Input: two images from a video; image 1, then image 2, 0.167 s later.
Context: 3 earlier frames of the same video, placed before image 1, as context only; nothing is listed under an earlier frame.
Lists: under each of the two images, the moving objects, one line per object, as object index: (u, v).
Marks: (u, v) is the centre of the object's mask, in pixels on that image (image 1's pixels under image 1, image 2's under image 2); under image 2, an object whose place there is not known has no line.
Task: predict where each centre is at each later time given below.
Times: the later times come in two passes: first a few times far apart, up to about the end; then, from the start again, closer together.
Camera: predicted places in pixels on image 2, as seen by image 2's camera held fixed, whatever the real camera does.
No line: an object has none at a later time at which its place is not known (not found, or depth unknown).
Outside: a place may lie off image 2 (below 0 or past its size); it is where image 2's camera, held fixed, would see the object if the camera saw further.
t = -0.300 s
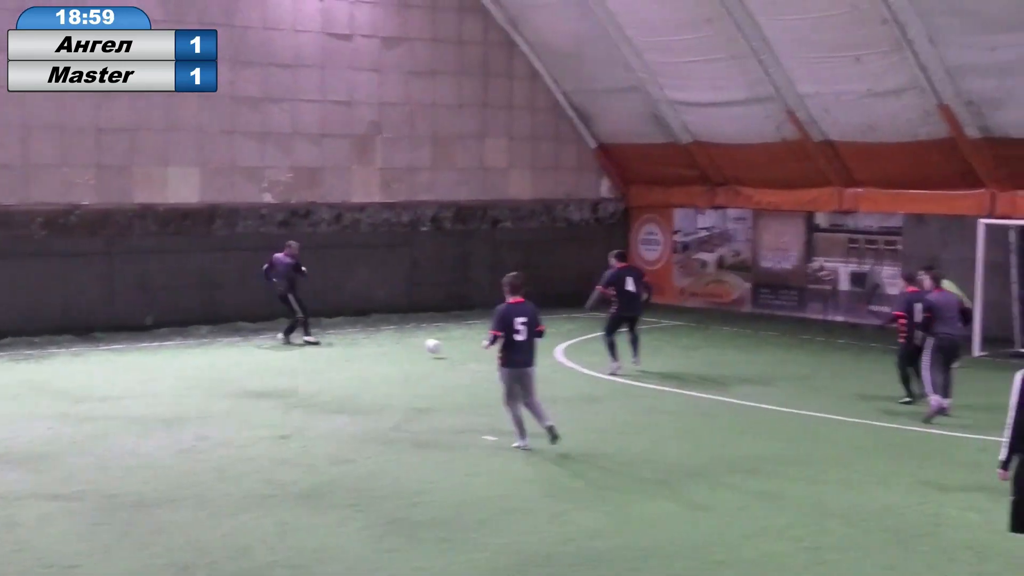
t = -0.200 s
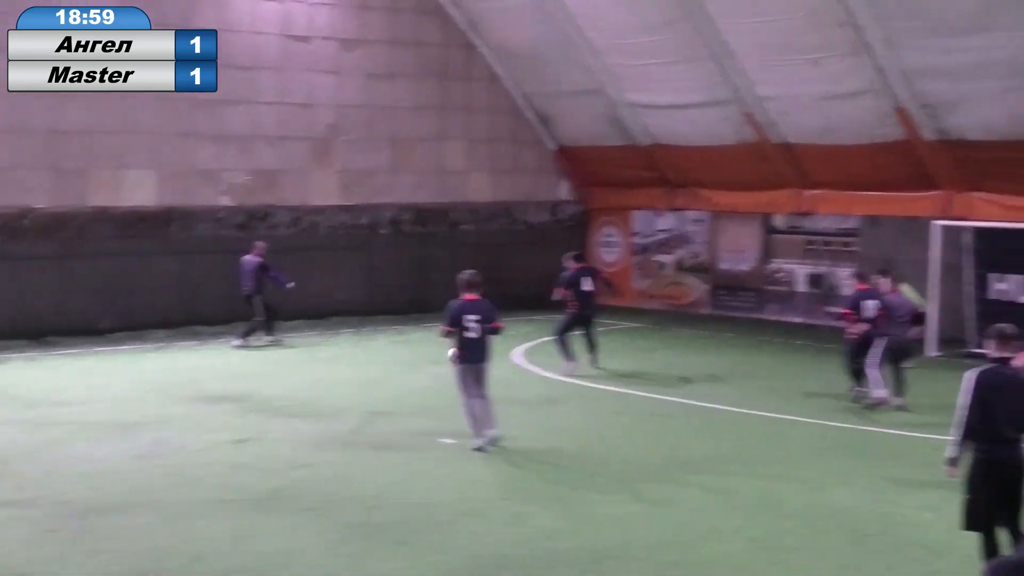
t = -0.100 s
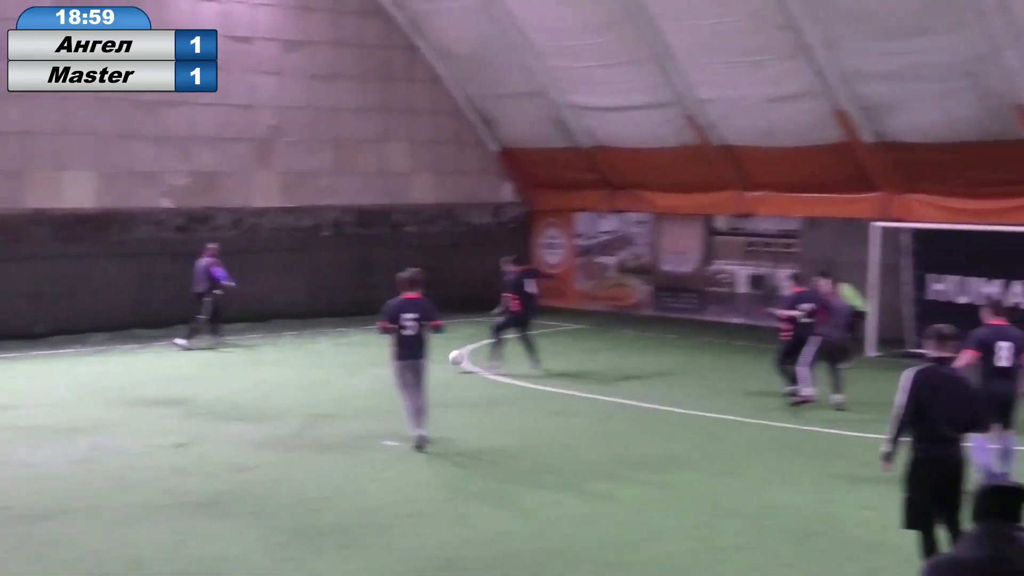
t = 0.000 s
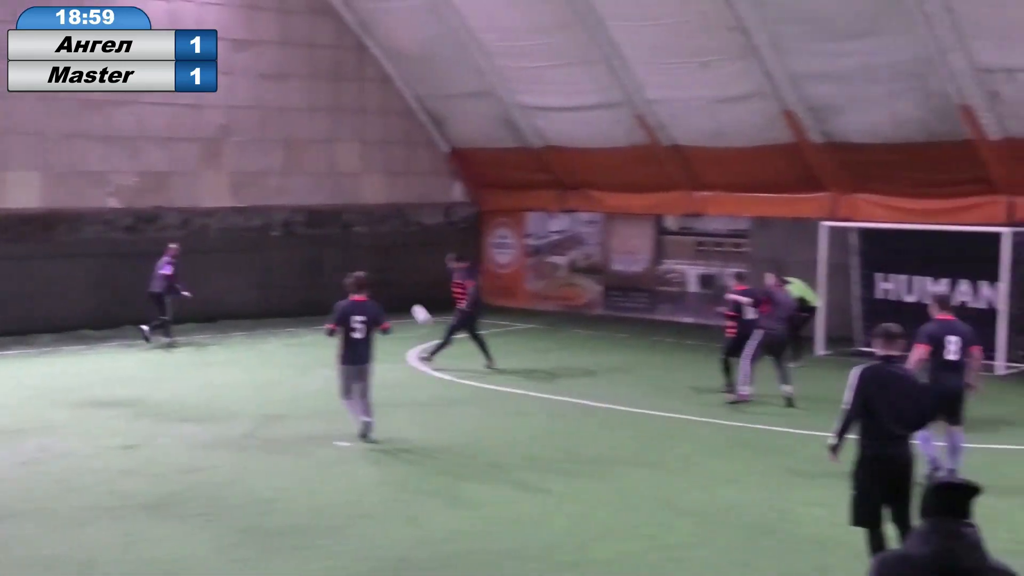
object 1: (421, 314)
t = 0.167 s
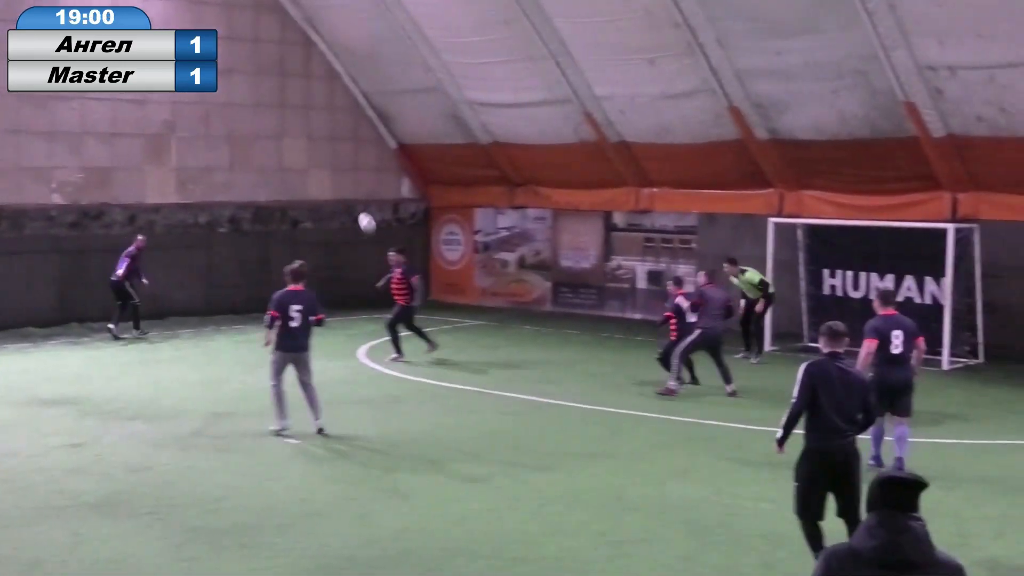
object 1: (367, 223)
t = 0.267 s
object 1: (361, 184)
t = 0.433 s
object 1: (355, 134)
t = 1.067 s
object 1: (349, 119)
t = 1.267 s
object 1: (351, 173)
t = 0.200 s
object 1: (366, 214)
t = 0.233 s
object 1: (362, 199)
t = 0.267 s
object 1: (361, 184)
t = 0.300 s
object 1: (359, 177)
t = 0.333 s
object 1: (357, 163)
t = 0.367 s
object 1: (356, 151)
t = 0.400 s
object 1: (355, 146)
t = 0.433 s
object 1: (355, 134)
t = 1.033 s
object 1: (349, 112)
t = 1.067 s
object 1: (349, 119)
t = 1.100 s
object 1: (349, 122)
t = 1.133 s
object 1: (350, 131)
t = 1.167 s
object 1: (350, 143)
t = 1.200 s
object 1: (350, 148)
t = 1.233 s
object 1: (350, 160)
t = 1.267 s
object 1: (351, 173)
